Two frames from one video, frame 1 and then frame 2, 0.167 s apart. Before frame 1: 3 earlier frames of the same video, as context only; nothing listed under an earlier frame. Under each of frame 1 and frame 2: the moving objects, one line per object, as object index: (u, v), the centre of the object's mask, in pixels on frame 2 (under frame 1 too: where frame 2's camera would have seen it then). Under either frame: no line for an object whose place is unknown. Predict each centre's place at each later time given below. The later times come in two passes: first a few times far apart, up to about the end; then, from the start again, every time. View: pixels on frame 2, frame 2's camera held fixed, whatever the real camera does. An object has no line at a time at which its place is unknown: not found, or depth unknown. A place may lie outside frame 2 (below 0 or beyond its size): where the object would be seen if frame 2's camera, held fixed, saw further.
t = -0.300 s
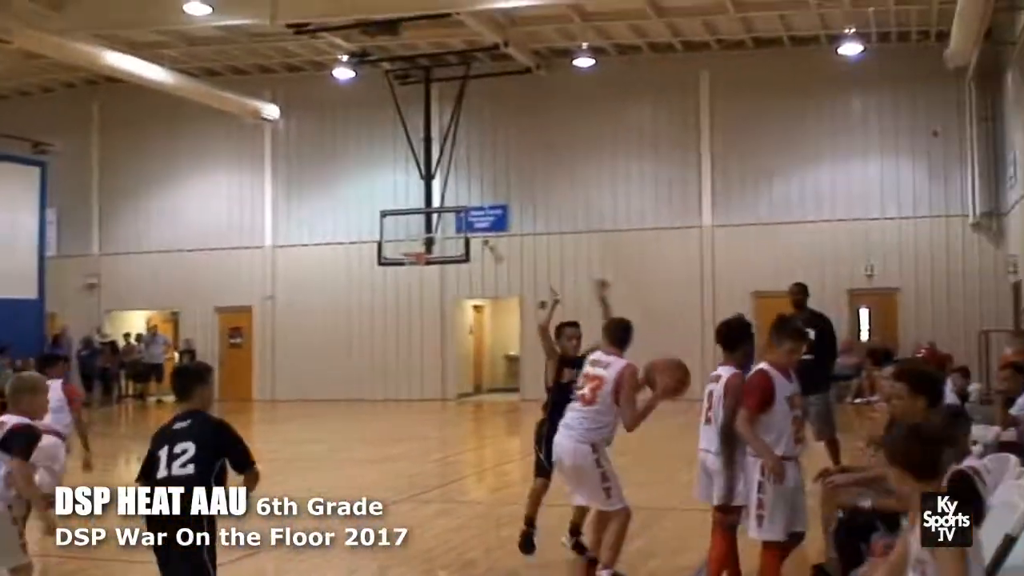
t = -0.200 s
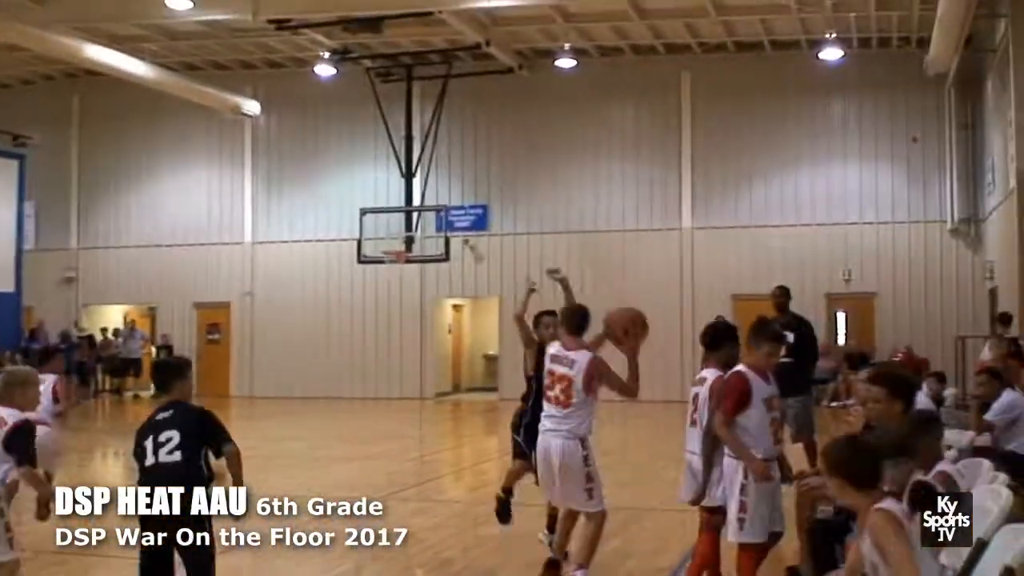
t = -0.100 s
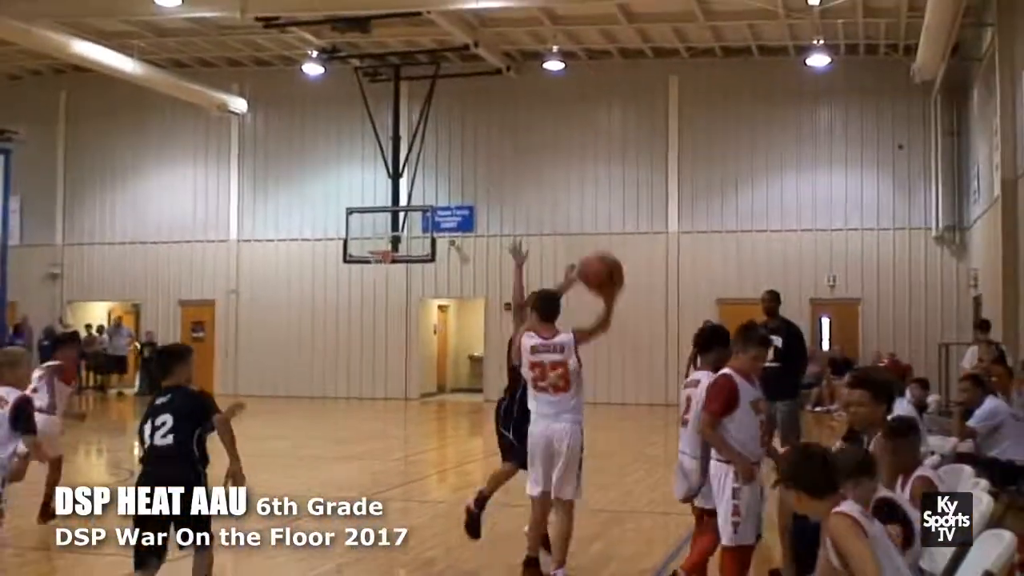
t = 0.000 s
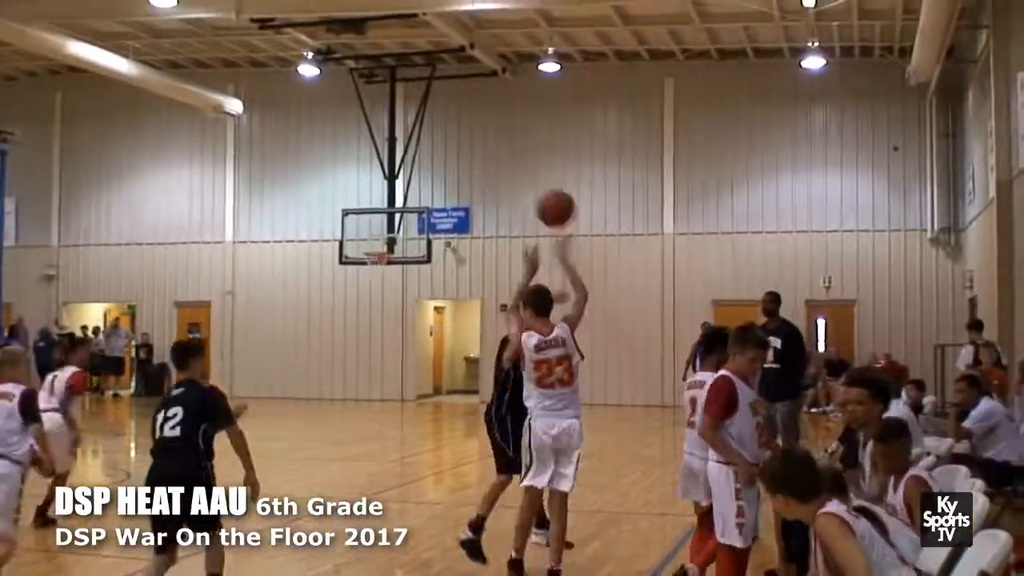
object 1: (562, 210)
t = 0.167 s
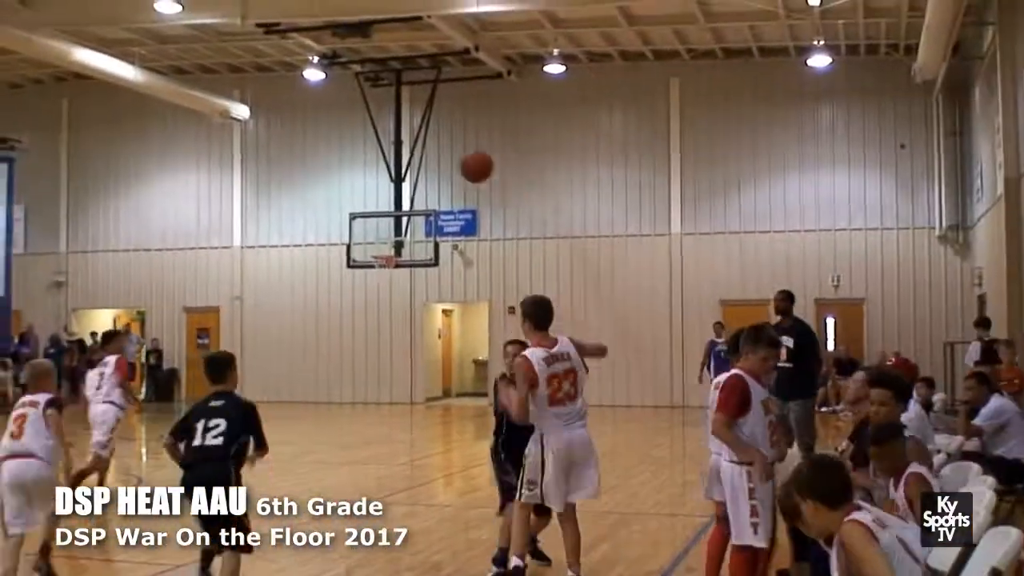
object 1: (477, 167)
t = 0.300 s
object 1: (423, 164)
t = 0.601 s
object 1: (334, 224)
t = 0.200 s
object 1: (463, 164)
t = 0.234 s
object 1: (449, 162)
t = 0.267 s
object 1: (435, 162)
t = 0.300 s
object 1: (423, 164)
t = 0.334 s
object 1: (410, 166)
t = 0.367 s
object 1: (399, 170)
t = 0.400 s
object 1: (387, 175)
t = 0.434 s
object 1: (378, 180)
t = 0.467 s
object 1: (368, 187)
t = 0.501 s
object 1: (359, 195)
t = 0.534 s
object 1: (350, 204)
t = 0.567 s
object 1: (342, 214)
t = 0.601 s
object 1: (334, 224)
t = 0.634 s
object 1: (326, 235)
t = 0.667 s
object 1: (319, 247)
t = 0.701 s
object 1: (311, 259)
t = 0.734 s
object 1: (305, 273)
